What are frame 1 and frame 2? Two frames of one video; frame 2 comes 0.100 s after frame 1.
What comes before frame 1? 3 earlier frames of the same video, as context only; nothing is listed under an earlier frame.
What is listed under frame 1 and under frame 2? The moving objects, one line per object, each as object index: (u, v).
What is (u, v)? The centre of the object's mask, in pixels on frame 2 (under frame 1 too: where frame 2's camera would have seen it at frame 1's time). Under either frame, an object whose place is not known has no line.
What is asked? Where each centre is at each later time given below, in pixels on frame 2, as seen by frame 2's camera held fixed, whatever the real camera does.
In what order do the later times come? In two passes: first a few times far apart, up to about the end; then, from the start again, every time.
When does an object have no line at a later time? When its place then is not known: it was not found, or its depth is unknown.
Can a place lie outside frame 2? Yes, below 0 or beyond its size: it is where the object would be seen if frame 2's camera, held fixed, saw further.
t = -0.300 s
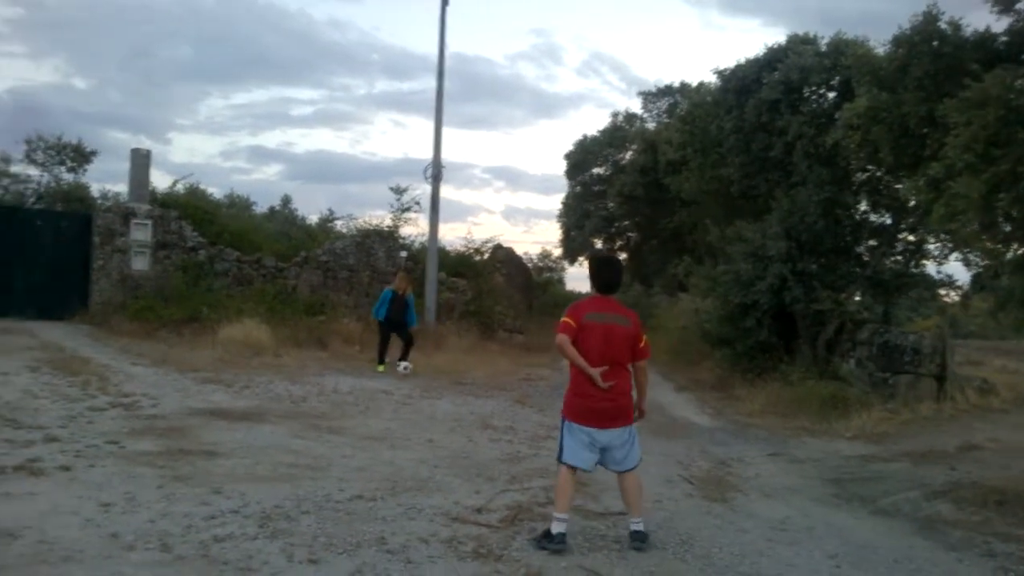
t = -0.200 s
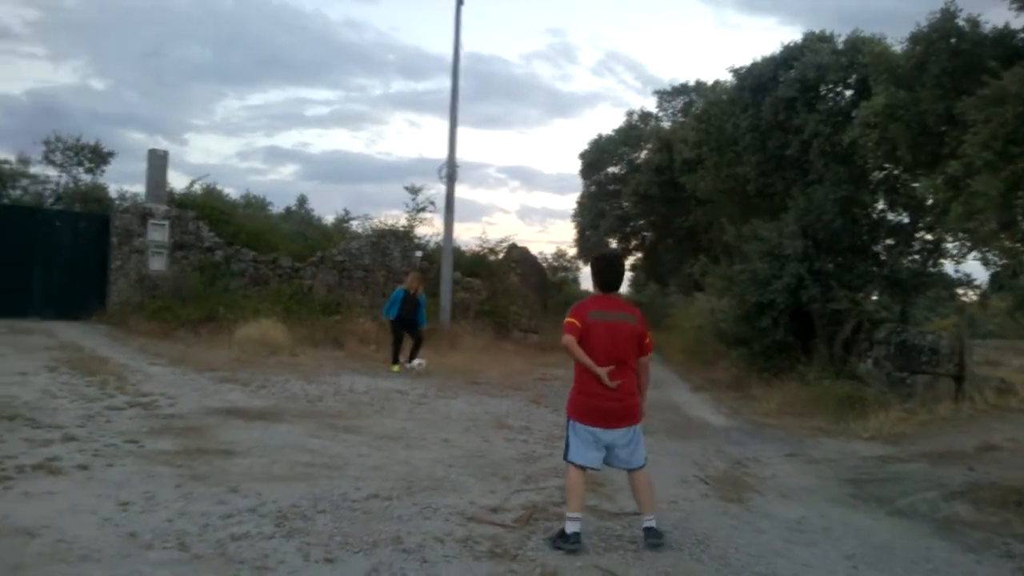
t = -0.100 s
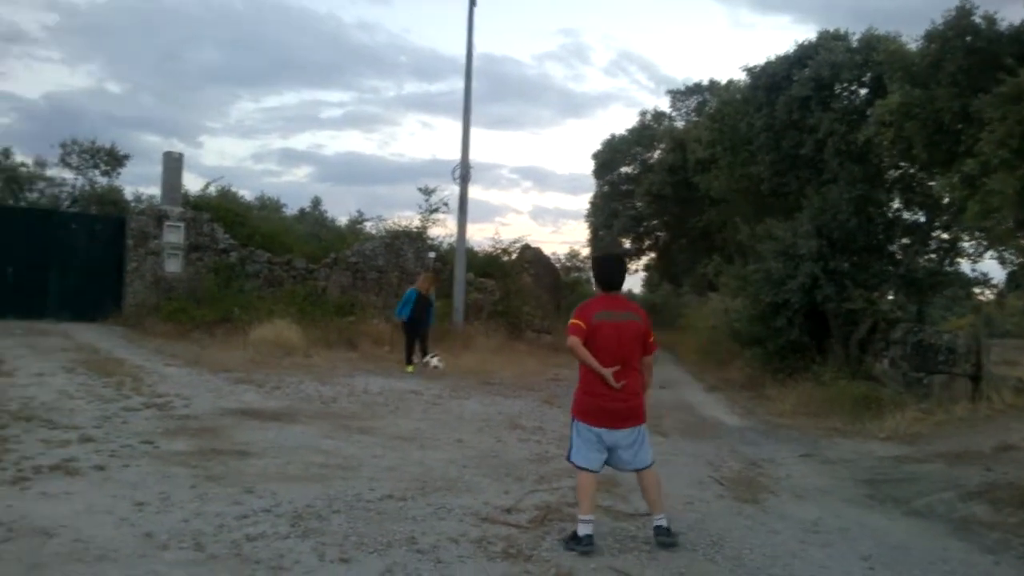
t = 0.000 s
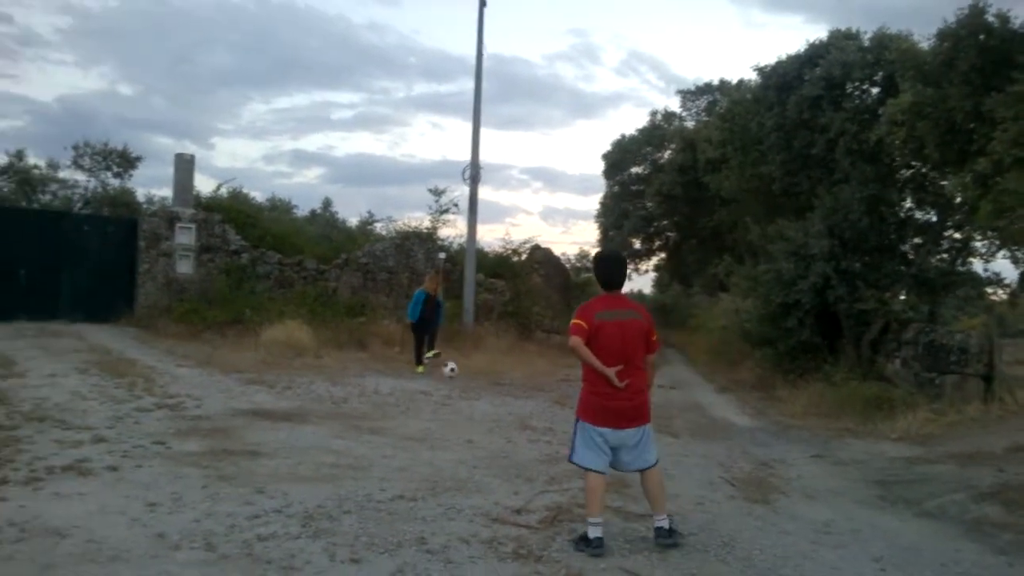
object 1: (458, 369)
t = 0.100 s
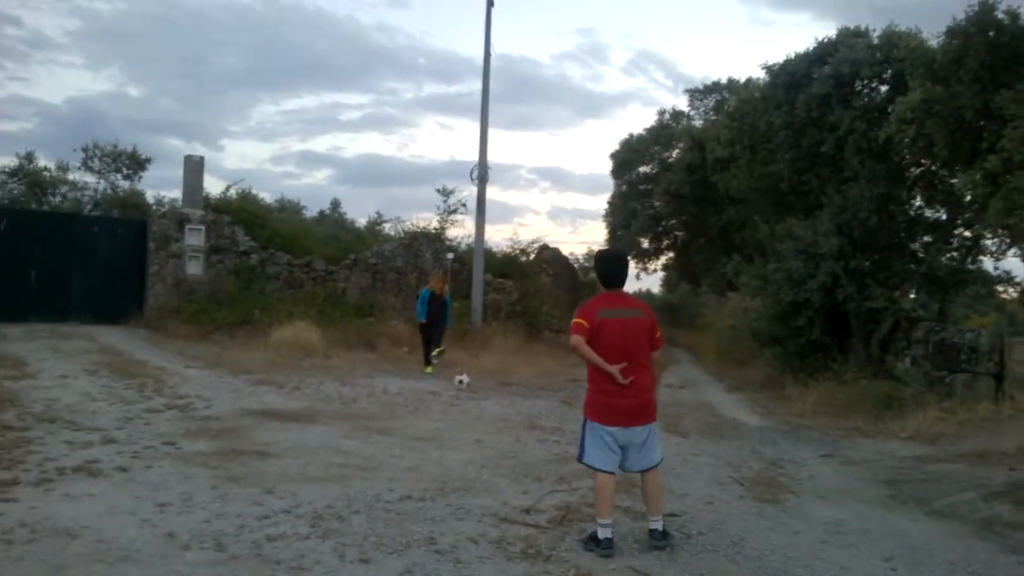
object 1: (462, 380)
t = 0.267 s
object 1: (467, 377)
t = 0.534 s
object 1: (475, 393)
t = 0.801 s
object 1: (486, 401)
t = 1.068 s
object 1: (499, 410)
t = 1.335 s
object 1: (511, 417)
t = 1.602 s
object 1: (531, 429)
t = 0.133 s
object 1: (463, 379)
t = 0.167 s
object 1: (464, 378)
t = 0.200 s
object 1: (465, 377)
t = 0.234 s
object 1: (466, 376)
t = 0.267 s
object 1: (467, 377)
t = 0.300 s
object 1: (469, 377)
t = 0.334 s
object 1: (469, 377)
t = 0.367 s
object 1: (470, 381)
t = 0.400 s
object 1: (471, 384)
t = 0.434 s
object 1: (472, 388)
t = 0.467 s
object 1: (473, 392)
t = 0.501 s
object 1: (475, 392)
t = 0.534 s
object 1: (475, 393)
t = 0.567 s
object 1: (476, 394)
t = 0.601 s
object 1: (477, 395)
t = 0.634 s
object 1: (478, 395)
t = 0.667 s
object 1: (480, 398)
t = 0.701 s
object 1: (481, 398)
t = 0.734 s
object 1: (483, 399)
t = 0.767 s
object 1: (484, 400)
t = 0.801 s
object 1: (486, 401)
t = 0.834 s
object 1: (488, 402)
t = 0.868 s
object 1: (490, 402)
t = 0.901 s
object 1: (491, 401)
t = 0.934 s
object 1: (493, 401)
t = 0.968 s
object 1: (494, 402)
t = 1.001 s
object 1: (496, 404)
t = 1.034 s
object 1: (497, 406)
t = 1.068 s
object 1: (499, 410)
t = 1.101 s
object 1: (501, 409)
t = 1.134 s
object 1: (503, 407)
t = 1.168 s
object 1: (504, 407)
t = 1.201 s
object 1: (505, 406)
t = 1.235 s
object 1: (507, 409)
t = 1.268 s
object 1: (508, 410)
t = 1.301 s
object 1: (510, 413)
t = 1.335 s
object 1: (511, 417)
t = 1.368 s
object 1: (513, 419)
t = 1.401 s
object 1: (516, 421)
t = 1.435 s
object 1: (518, 421)
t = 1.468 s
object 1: (521, 423)
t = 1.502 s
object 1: (523, 425)
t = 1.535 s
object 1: (525, 426)
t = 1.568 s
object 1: (528, 427)
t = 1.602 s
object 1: (531, 429)
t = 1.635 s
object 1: (533, 428)
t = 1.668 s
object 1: (537, 430)
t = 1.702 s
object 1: (541, 431)
